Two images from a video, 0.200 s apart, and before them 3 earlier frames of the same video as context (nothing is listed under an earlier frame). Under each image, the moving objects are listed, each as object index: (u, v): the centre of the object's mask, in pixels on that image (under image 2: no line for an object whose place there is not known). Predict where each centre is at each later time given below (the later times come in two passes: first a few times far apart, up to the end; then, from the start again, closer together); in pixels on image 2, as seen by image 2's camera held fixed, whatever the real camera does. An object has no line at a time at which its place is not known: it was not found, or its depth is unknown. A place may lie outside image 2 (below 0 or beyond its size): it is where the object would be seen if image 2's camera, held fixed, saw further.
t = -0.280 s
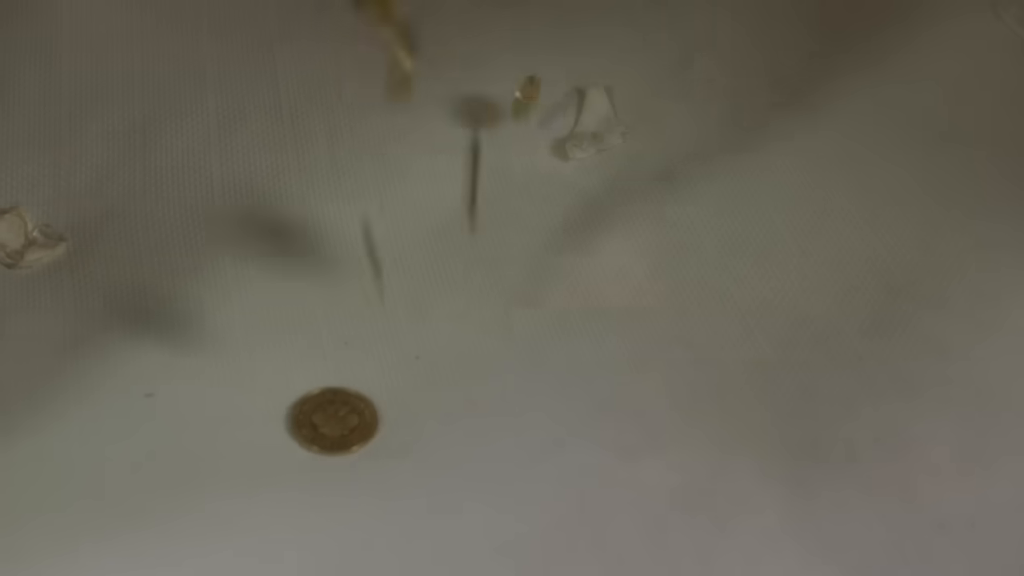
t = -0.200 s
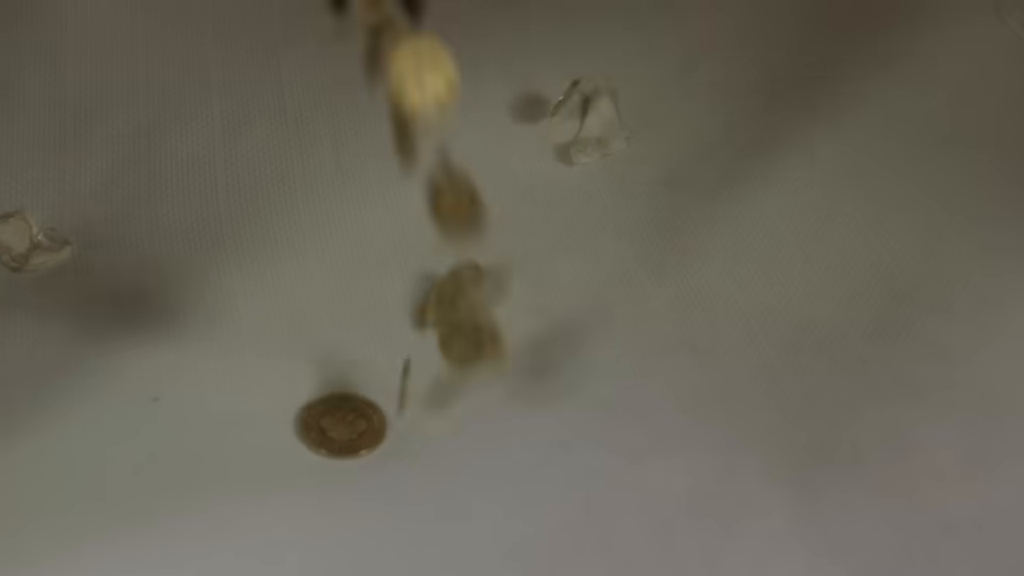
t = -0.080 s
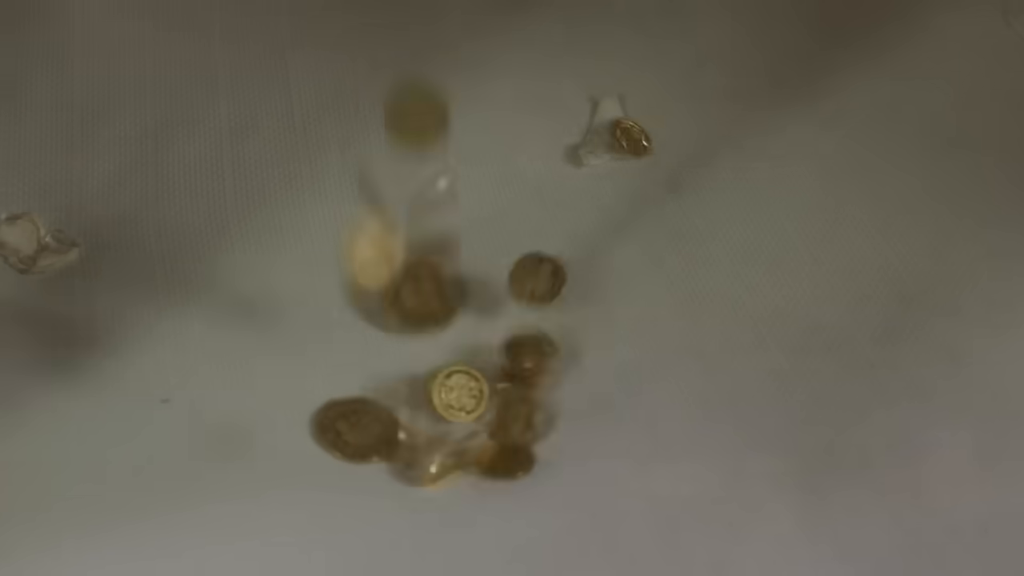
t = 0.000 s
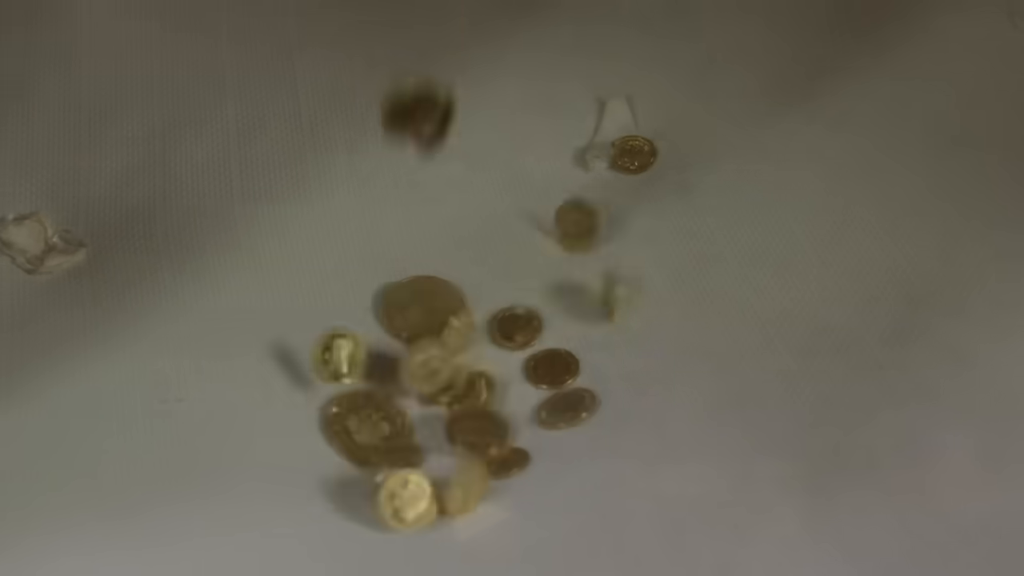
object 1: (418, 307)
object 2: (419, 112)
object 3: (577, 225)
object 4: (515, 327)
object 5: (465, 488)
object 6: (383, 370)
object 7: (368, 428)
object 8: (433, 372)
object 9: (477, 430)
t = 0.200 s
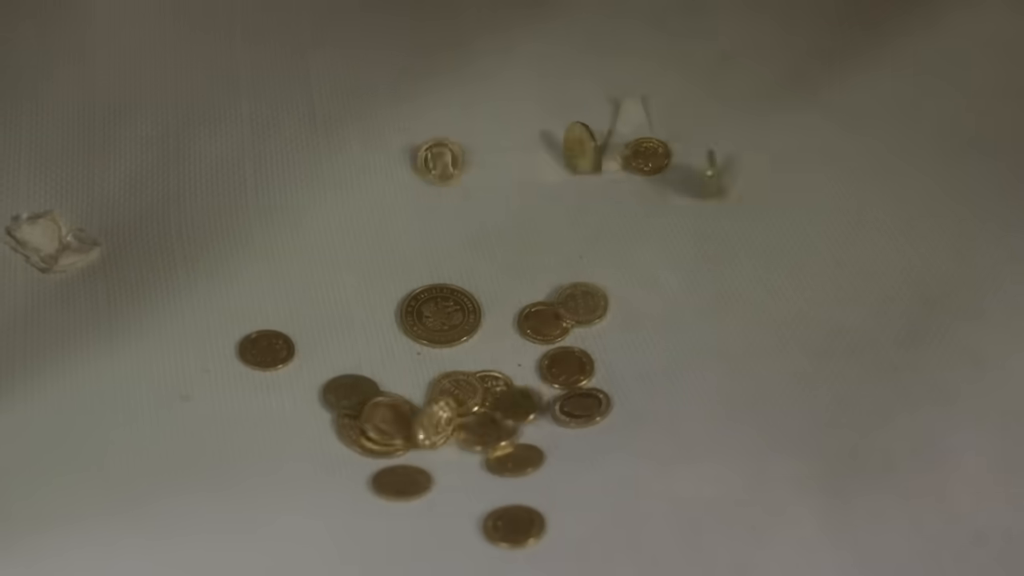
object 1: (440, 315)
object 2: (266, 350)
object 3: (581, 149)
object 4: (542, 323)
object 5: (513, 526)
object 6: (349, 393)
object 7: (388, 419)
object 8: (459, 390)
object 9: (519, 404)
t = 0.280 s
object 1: (440, 315)
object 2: (267, 350)
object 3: (588, 142)
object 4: (542, 323)
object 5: (513, 526)
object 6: (355, 393)
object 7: (402, 422)
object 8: (456, 393)
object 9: (522, 389)
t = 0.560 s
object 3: (594, 150)
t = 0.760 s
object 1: (440, 314)
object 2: (266, 351)
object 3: (594, 149)
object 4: (543, 322)
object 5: (513, 526)
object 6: (355, 393)
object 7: (409, 420)
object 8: (457, 393)
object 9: (522, 391)
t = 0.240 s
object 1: (440, 315)
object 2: (266, 350)
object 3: (581, 141)
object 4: (543, 323)
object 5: (514, 526)
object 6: (353, 392)
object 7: (397, 422)
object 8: (456, 392)
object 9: (523, 392)
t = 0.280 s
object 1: (440, 315)
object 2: (267, 350)
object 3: (588, 142)
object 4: (542, 323)
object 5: (513, 526)
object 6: (355, 393)
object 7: (402, 422)
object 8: (456, 393)
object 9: (522, 389)
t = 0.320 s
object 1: (440, 314)
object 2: (266, 350)
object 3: (595, 150)
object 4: (542, 322)
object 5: (513, 526)
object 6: (355, 393)
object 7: (408, 421)
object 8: (456, 393)
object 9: (522, 389)
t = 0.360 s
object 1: (440, 314)
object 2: (267, 351)
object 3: (594, 150)
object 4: (542, 323)
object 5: (513, 526)
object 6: (355, 393)
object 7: (409, 420)
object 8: (457, 393)
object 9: (522, 389)
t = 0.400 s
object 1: (440, 314)
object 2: (266, 351)
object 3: (594, 150)
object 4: (543, 322)
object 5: (513, 526)
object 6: (355, 393)
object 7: (408, 420)
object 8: (456, 393)
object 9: (522, 389)
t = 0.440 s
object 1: (440, 314)
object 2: (266, 350)
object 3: (594, 150)
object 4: (543, 322)
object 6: (354, 393)
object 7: (408, 420)
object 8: (457, 393)
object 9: (522, 389)
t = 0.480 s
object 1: (440, 314)
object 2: (266, 350)
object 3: (594, 150)
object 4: (543, 322)
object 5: (513, 526)
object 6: (355, 393)
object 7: (408, 420)
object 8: (457, 393)
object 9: (522, 389)
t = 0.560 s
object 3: (594, 150)
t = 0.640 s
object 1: (440, 314)
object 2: (266, 350)
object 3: (594, 150)
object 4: (543, 322)
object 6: (354, 393)
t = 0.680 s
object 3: (593, 150)
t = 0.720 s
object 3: (594, 150)
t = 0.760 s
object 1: (440, 314)
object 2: (266, 351)
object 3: (594, 149)
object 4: (543, 322)
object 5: (513, 526)
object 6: (355, 393)
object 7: (409, 420)
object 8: (457, 393)
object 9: (522, 391)
